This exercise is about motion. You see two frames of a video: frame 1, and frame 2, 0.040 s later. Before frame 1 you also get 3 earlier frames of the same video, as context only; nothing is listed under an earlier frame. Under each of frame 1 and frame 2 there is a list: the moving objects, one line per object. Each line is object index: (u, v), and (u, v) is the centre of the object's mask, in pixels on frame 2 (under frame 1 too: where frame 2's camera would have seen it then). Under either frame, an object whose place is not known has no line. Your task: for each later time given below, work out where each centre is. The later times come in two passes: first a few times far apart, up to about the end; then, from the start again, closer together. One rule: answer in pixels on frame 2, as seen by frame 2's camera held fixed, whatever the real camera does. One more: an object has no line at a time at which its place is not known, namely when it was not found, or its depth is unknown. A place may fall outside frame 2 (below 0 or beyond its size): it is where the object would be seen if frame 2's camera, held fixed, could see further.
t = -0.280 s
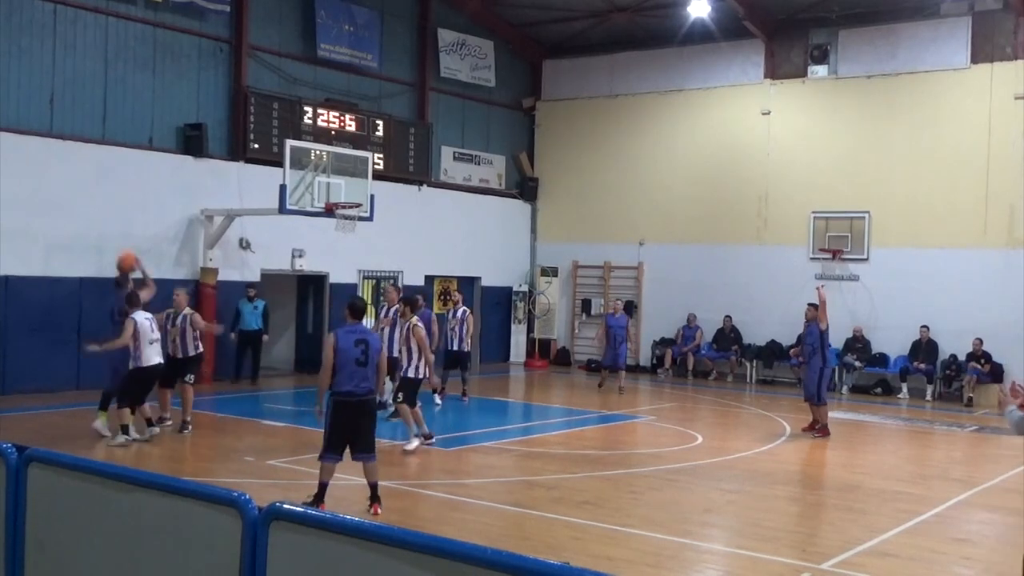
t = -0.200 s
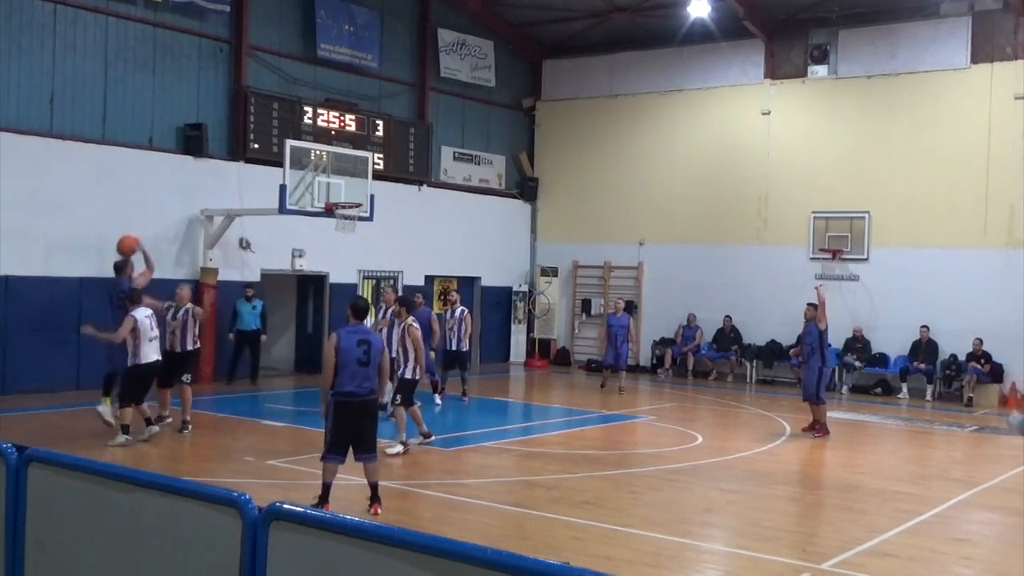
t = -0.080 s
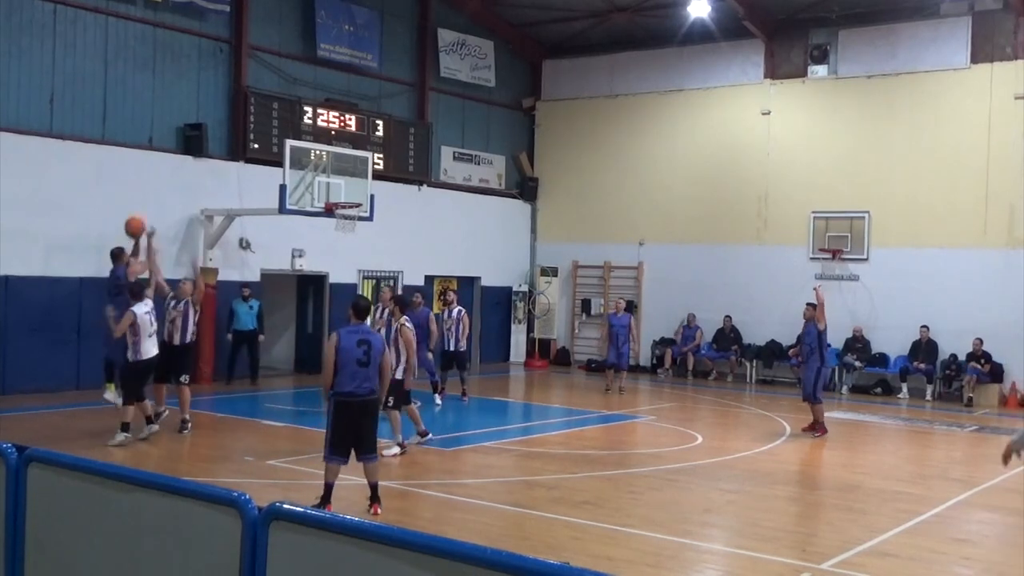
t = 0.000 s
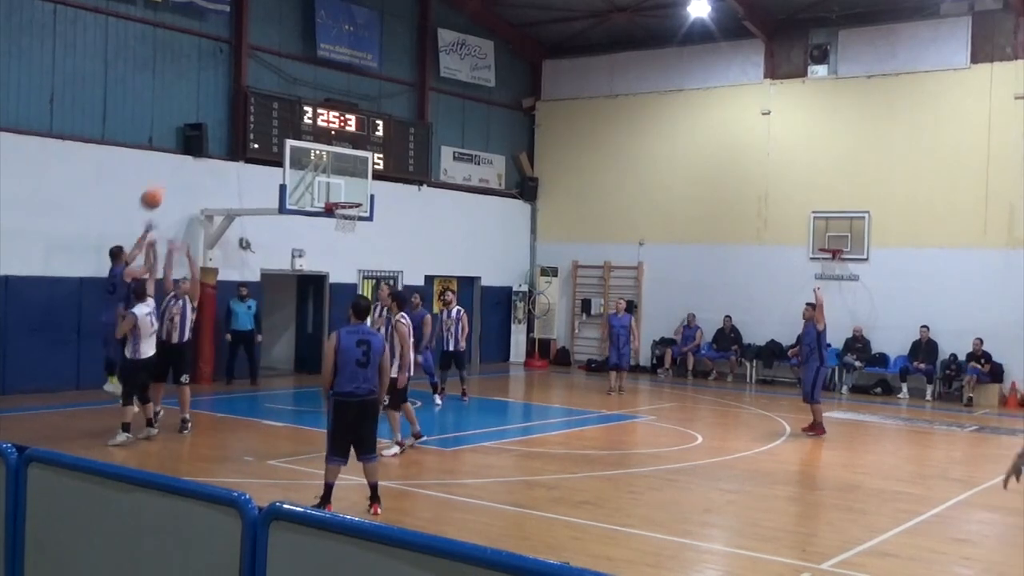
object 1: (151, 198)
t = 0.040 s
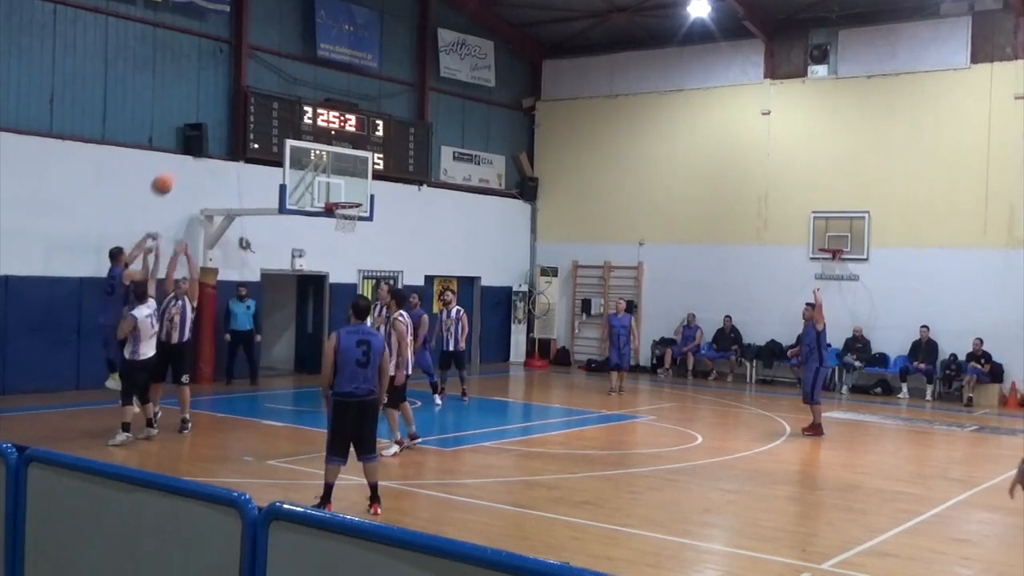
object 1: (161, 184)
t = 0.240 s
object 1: (210, 137)
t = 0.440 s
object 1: (250, 124)
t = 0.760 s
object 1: (308, 148)
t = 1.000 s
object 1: (360, 195)
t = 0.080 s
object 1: (172, 172)
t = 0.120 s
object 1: (182, 161)
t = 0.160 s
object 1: (192, 152)
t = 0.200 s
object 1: (201, 145)
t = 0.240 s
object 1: (210, 137)
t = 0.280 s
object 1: (220, 131)
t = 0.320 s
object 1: (227, 128)
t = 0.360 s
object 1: (235, 125)
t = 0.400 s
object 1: (242, 124)
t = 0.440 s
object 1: (250, 124)
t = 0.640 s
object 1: (285, 136)
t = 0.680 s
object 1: (290, 141)
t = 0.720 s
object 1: (300, 144)
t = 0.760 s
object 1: (308, 148)
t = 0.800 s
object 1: (317, 154)
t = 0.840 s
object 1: (327, 160)
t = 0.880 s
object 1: (336, 167)
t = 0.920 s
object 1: (343, 175)
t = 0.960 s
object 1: (352, 185)
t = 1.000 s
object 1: (360, 195)
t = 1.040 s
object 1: (370, 208)
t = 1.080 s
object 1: (379, 221)
